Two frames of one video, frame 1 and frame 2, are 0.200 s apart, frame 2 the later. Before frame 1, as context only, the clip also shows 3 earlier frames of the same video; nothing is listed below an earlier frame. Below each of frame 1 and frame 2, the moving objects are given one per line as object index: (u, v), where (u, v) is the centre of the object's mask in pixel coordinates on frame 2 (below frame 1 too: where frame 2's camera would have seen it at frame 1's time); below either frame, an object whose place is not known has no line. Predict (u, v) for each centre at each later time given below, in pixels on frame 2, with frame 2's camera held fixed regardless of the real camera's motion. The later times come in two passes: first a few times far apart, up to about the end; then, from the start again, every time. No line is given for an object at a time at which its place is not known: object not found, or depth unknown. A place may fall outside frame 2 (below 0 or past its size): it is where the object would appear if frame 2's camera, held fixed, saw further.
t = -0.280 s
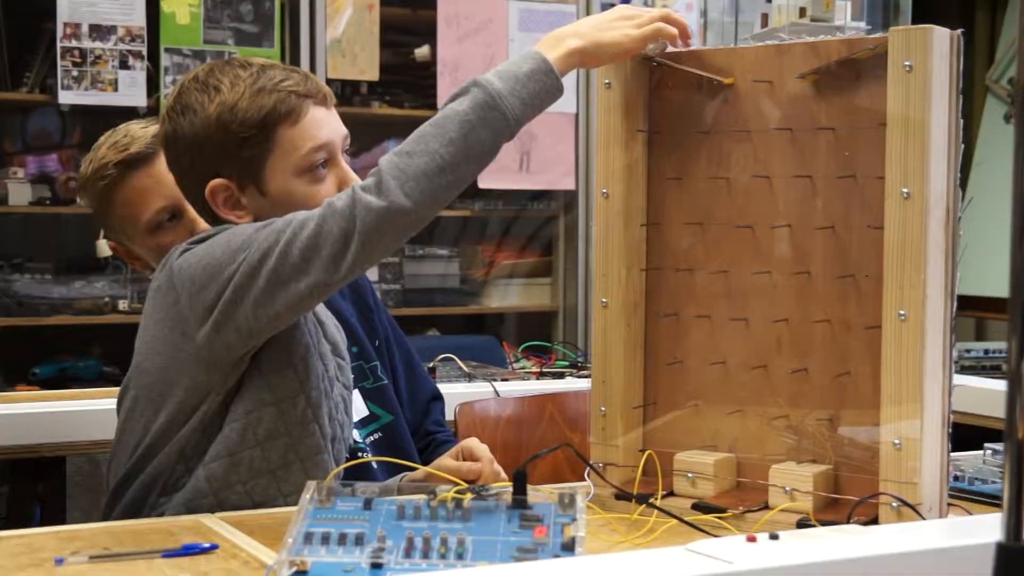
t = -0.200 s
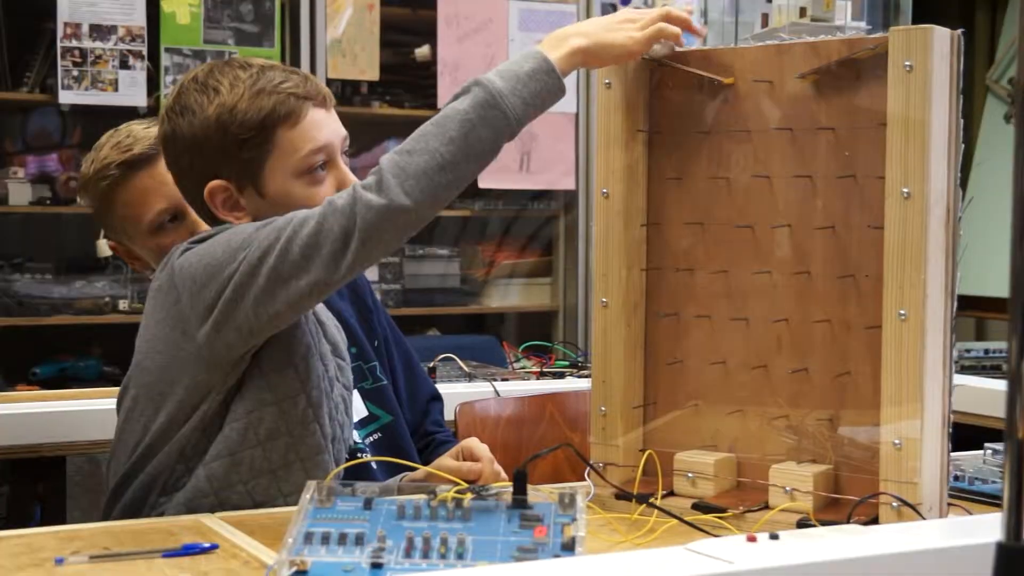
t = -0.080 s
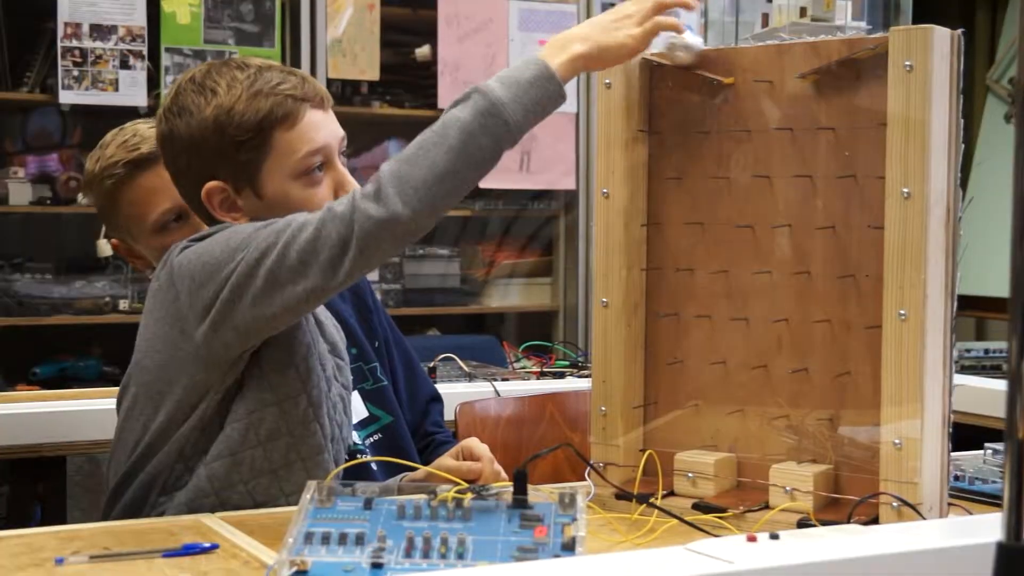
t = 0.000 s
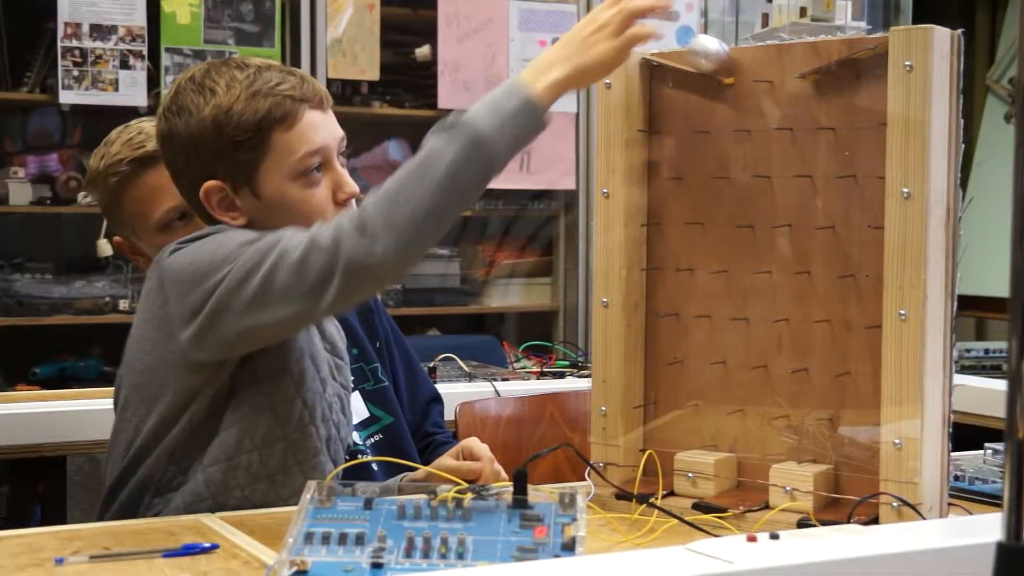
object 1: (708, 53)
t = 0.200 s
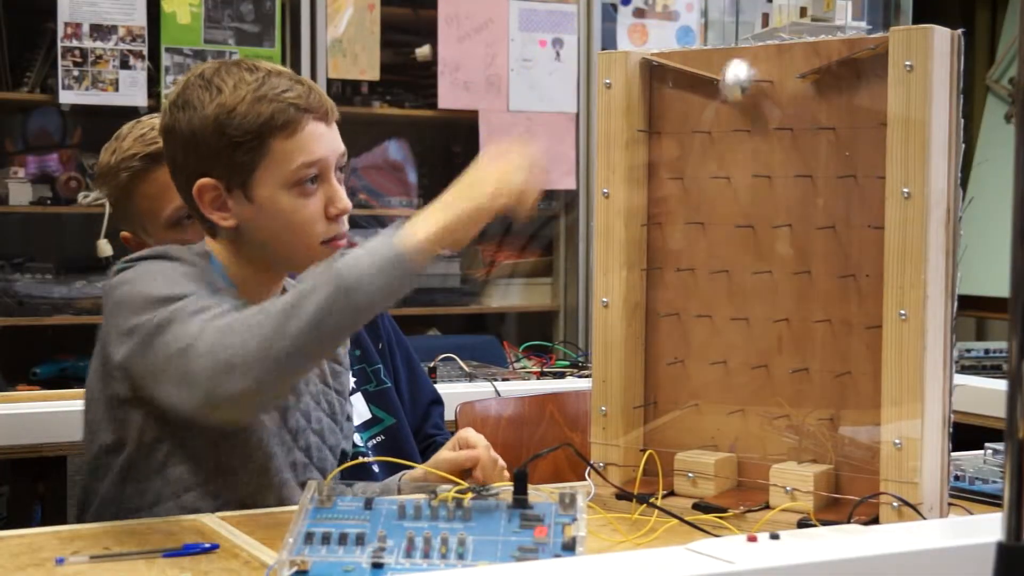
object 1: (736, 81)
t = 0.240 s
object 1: (738, 98)
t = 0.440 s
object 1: (756, 134)
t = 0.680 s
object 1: (739, 176)
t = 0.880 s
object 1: (785, 206)
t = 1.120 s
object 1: (828, 258)
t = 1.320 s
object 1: (813, 301)
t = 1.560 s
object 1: (760, 337)
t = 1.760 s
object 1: (729, 384)
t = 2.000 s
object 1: (709, 420)
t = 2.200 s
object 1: (726, 438)
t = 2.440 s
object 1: (754, 476)
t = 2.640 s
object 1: (741, 475)
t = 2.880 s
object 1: (741, 475)
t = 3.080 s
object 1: (740, 475)
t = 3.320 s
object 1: (739, 475)
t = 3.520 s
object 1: (739, 475)
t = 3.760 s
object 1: (739, 475)
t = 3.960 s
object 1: (739, 475)
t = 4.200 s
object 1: (739, 475)
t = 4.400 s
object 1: (739, 475)
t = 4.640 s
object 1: (739, 475)
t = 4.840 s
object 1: (739, 475)
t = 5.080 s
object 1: (740, 475)
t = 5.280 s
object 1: (739, 475)
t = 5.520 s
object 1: (739, 475)
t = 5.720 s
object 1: (739, 475)
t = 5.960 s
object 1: (739, 475)
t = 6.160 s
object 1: (739, 475)
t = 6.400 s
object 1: (739, 475)
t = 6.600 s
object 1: (739, 475)
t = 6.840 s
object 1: (739, 475)
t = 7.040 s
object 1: (739, 475)
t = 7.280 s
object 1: (739, 475)
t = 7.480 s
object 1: (740, 475)
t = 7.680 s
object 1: (737, 476)
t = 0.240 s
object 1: (738, 98)
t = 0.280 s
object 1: (744, 96)
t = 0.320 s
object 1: (745, 97)
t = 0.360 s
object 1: (750, 109)
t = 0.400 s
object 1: (755, 116)
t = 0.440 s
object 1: (756, 134)
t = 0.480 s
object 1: (746, 155)
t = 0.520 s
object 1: (731, 159)
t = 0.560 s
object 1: (729, 151)
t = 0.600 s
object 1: (730, 154)
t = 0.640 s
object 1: (732, 163)
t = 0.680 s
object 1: (739, 176)
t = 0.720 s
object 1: (750, 201)
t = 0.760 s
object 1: (764, 201)
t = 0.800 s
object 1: (775, 204)
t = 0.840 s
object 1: (780, 202)
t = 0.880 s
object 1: (785, 206)
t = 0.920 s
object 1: (792, 213)
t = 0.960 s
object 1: (801, 231)
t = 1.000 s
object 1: (814, 254)
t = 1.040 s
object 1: (830, 255)
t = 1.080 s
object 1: (830, 248)
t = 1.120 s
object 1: (828, 258)
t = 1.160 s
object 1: (820, 275)
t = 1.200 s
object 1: (805, 300)
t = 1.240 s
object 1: (794, 303)
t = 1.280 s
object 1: (803, 296)
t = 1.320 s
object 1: (813, 301)
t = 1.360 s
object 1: (811, 302)
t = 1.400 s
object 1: (803, 307)
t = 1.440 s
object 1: (796, 323)
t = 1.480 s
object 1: (784, 349)
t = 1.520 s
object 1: (767, 349)
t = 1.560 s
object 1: (760, 337)
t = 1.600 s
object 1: (757, 336)
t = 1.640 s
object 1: (751, 344)
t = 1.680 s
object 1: (742, 344)
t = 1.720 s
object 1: (736, 354)
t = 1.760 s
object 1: (729, 384)
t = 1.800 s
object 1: (715, 386)
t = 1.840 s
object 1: (710, 410)
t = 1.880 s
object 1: (712, 418)
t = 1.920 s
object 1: (711, 412)
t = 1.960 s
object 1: (707, 421)
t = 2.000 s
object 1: (709, 420)
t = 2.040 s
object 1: (709, 423)
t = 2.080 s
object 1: (712, 427)
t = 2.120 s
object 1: (715, 430)
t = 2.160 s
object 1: (719, 436)
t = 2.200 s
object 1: (726, 438)
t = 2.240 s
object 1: (732, 441)
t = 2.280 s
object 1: (740, 453)
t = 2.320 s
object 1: (750, 474)
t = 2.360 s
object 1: (755, 476)
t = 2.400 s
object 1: (755, 476)
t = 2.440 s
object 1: (754, 476)
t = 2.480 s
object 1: (753, 476)
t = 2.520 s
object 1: (751, 475)
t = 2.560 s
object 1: (748, 474)
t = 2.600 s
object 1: (744, 474)
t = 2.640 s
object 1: (741, 475)
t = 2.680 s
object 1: (740, 475)
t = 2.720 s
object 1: (741, 475)
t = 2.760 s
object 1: (741, 475)
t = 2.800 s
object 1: (741, 475)
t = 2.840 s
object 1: (741, 475)
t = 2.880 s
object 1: (741, 475)
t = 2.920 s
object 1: (740, 475)
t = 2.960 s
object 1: (740, 475)
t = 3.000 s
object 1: (740, 475)
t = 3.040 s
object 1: (740, 475)
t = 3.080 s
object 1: (740, 475)
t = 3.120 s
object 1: (740, 475)
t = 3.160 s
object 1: (740, 475)
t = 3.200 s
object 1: (740, 475)
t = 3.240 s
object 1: (739, 475)
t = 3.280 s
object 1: (739, 475)
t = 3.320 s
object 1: (739, 475)
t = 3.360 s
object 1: (739, 475)
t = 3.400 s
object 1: (739, 475)
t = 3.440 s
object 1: (739, 475)
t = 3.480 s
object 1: (739, 475)
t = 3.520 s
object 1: (739, 475)
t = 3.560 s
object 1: (739, 475)
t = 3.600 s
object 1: (739, 475)
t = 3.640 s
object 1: (739, 475)
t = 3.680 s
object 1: (739, 475)
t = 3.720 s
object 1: (739, 475)
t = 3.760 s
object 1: (739, 475)
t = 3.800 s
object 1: (739, 475)
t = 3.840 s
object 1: (739, 475)
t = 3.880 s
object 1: (739, 475)
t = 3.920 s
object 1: (739, 475)
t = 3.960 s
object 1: (739, 475)
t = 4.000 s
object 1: (739, 475)
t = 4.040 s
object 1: (739, 475)
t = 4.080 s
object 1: (739, 475)
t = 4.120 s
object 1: (739, 475)
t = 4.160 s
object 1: (739, 475)
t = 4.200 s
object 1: (739, 475)
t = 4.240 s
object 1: (739, 475)
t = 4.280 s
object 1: (739, 475)
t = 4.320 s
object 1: (739, 475)
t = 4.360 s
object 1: (739, 475)
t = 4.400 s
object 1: (739, 475)
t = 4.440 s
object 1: (739, 475)
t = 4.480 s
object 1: (739, 475)
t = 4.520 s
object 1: (739, 475)
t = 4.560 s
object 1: (739, 475)
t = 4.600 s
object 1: (740, 475)
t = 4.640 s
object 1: (739, 475)
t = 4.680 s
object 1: (739, 475)
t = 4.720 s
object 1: (739, 475)
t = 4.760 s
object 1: (739, 475)
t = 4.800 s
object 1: (739, 475)
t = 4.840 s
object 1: (739, 475)
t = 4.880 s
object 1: (739, 475)
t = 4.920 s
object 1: (739, 475)
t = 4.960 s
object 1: (739, 475)
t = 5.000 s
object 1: (739, 475)
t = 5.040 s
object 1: (739, 475)
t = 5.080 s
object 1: (740, 475)
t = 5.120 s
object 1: (740, 475)
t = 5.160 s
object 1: (740, 475)
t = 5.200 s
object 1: (739, 475)
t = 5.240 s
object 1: (739, 475)
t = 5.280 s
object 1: (739, 475)
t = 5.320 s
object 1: (739, 475)
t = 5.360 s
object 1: (739, 475)
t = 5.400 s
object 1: (739, 475)
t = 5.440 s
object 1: (739, 475)
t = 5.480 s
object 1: (739, 475)
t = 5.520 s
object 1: (739, 475)
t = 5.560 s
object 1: (739, 475)
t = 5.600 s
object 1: (739, 475)
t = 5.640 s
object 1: (739, 475)
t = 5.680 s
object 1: (739, 475)
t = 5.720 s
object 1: (739, 475)
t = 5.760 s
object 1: (739, 475)
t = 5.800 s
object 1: (739, 475)
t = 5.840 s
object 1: (739, 475)
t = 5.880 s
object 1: (739, 475)
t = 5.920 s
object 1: (739, 475)
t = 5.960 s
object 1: (739, 475)
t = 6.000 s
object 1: (739, 475)
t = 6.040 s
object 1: (739, 475)
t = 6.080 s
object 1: (739, 475)
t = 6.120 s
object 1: (739, 475)
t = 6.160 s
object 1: (739, 475)
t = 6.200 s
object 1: (739, 475)
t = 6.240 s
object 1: (739, 475)
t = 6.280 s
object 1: (739, 475)
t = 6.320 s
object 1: (739, 475)
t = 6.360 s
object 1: (739, 475)
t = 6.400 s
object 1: (739, 475)
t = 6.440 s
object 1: (739, 475)
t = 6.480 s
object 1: (739, 475)
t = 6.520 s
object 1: (739, 475)
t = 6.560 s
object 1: (739, 475)
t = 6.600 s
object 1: (739, 475)
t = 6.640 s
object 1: (739, 475)
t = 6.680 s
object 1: (739, 475)
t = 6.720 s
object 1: (739, 475)
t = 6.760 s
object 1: (739, 475)
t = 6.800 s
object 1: (739, 475)
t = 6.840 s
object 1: (739, 475)
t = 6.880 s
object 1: (739, 475)
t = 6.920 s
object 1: (739, 475)
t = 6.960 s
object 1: (739, 475)
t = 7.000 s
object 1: (739, 475)
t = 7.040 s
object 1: (739, 475)
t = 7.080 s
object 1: (739, 475)
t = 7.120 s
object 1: (739, 475)
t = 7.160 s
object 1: (739, 475)
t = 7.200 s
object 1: (739, 475)
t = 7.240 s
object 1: (739, 475)
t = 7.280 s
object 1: (739, 475)
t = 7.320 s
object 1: (739, 475)
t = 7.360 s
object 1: (739, 475)
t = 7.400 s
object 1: (739, 475)
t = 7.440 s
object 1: (739, 475)
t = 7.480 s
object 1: (740, 475)
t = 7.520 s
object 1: (740, 475)
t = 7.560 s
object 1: (739, 475)
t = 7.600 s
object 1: (738, 475)
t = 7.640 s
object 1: (738, 476)
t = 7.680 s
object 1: (737, 476)
